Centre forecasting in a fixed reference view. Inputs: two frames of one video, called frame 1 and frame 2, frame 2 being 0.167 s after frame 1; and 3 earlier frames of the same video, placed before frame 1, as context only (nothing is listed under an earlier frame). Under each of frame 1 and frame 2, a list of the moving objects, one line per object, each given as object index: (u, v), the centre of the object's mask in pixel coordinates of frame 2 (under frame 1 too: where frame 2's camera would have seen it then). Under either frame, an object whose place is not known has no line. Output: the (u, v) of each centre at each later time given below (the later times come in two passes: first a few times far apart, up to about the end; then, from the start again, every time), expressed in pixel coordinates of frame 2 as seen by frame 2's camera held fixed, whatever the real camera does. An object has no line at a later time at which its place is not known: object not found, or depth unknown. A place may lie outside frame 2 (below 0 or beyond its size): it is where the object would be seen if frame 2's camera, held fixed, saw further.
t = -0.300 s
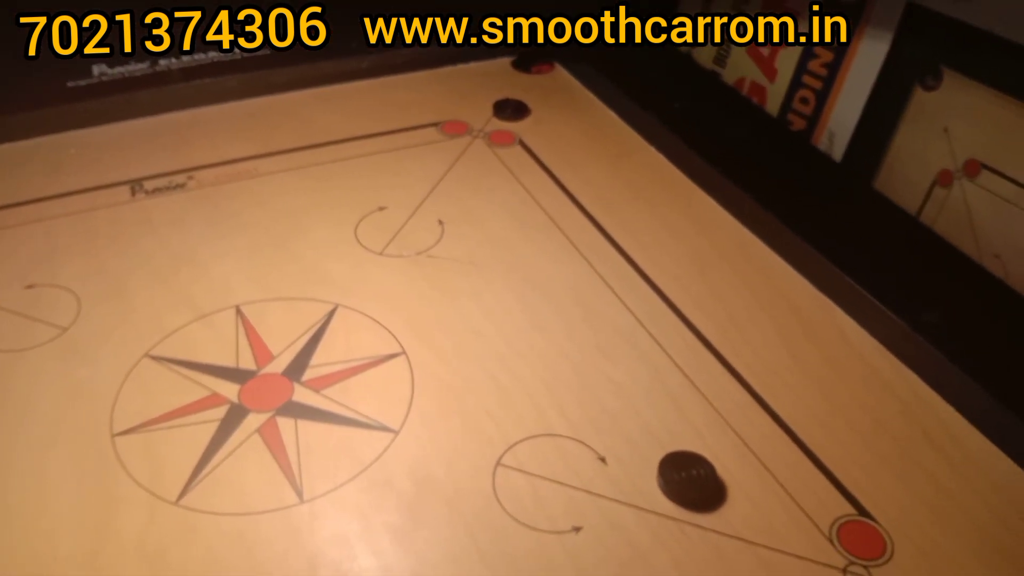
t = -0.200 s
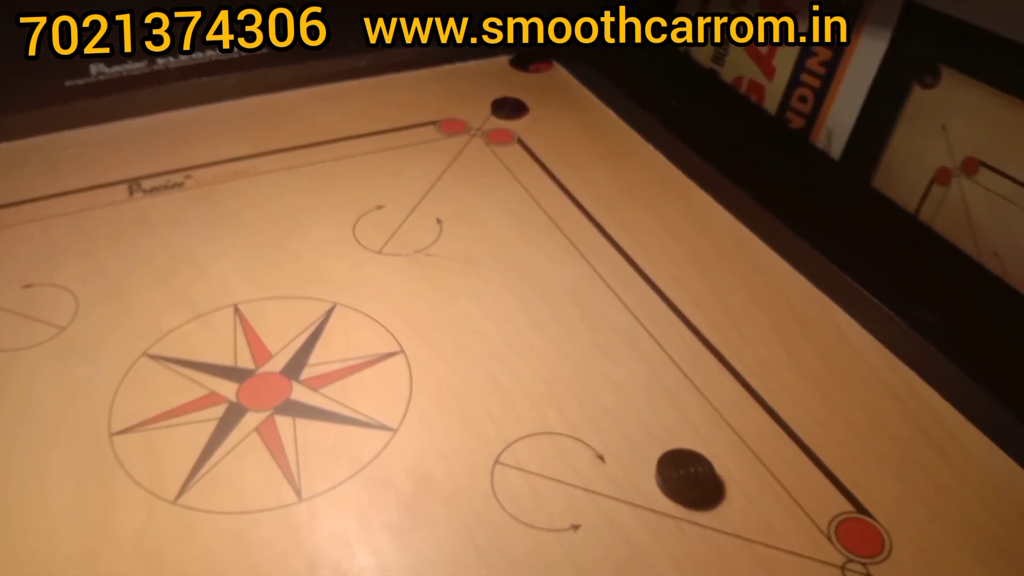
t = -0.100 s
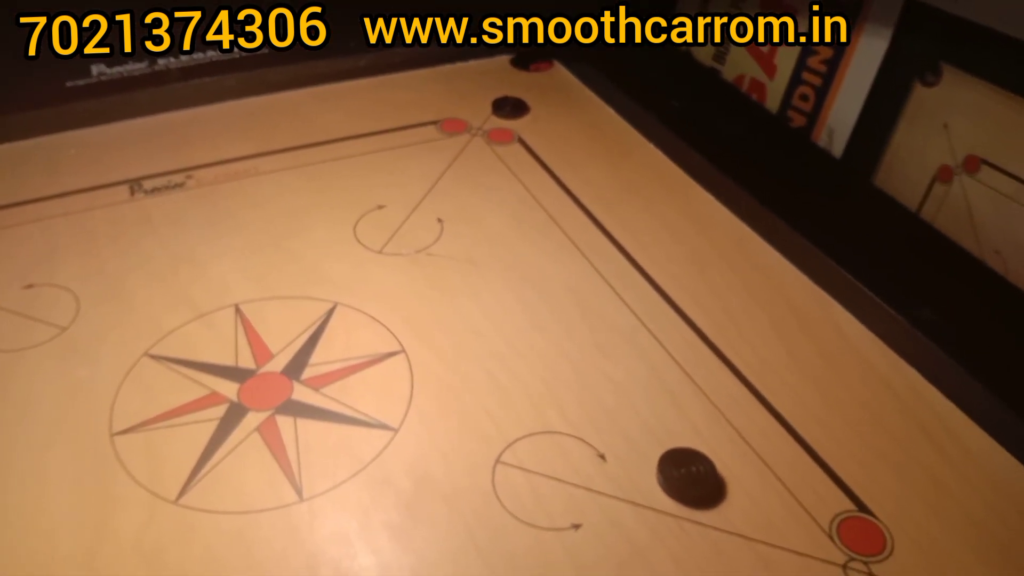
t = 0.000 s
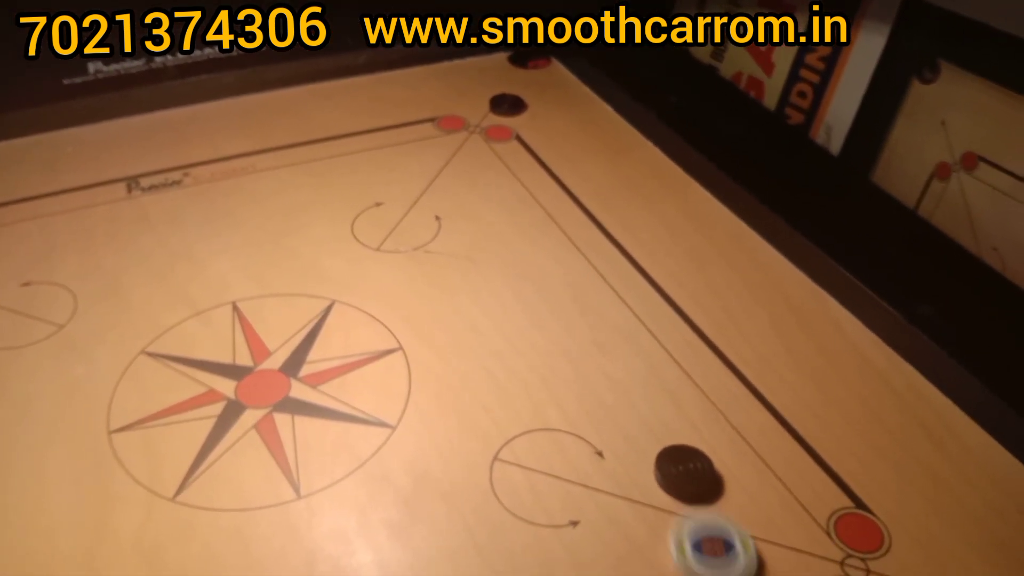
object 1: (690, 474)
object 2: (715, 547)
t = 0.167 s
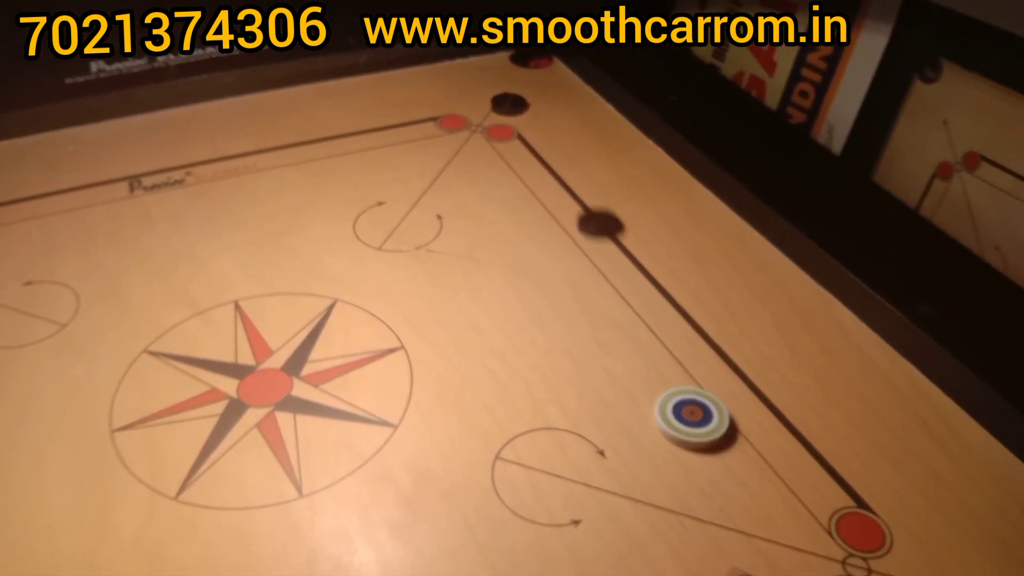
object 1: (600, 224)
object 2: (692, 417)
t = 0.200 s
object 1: (590, 193)
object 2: (693, 409)
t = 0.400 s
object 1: (558, 86)
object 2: (693, 402)
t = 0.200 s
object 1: (590, 193)
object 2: (693, 409)
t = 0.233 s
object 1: (582, 167)
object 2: (692, 404)
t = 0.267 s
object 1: (575, 145)
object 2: (693, 403)
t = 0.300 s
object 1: (569, 126)
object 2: (693, 402)
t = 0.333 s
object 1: (564, 111)
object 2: (693, 402)
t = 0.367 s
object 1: (561, 97)
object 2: (693, 402)
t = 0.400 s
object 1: (558, 86)
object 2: (693, 402)
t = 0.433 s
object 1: (556, 77)
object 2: (693, 402)
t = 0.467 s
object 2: (692, 402)
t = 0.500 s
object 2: (693, 402)
